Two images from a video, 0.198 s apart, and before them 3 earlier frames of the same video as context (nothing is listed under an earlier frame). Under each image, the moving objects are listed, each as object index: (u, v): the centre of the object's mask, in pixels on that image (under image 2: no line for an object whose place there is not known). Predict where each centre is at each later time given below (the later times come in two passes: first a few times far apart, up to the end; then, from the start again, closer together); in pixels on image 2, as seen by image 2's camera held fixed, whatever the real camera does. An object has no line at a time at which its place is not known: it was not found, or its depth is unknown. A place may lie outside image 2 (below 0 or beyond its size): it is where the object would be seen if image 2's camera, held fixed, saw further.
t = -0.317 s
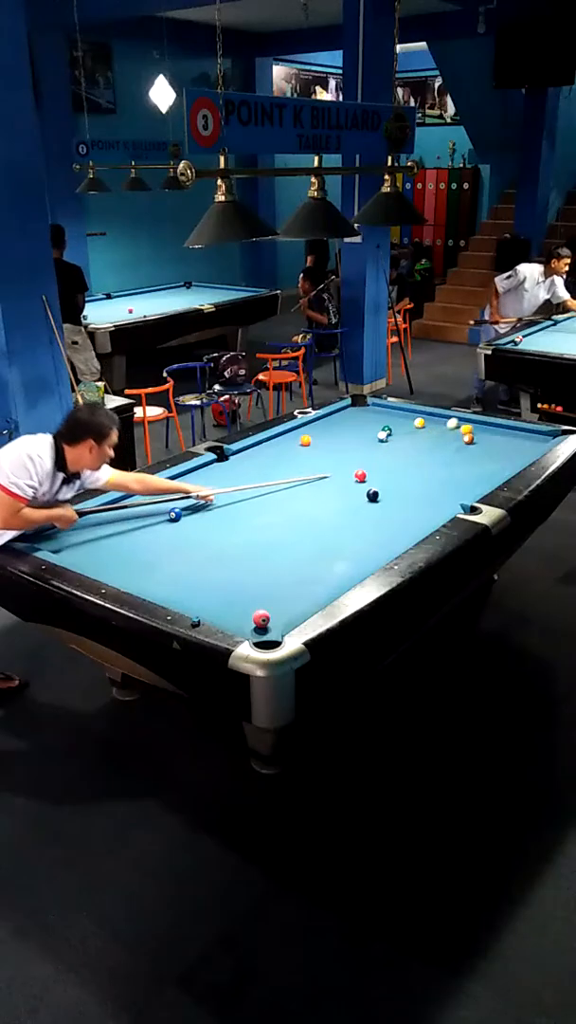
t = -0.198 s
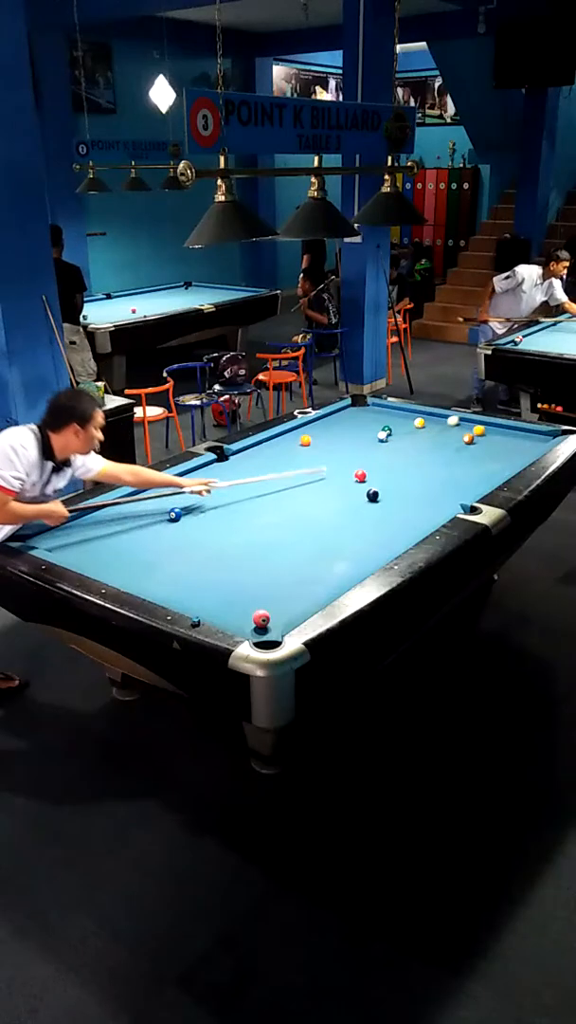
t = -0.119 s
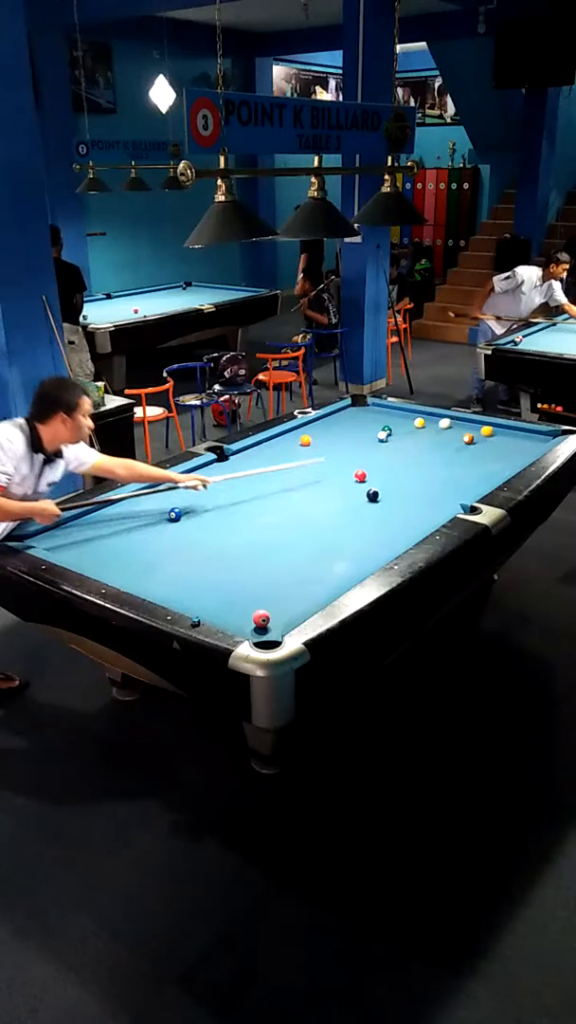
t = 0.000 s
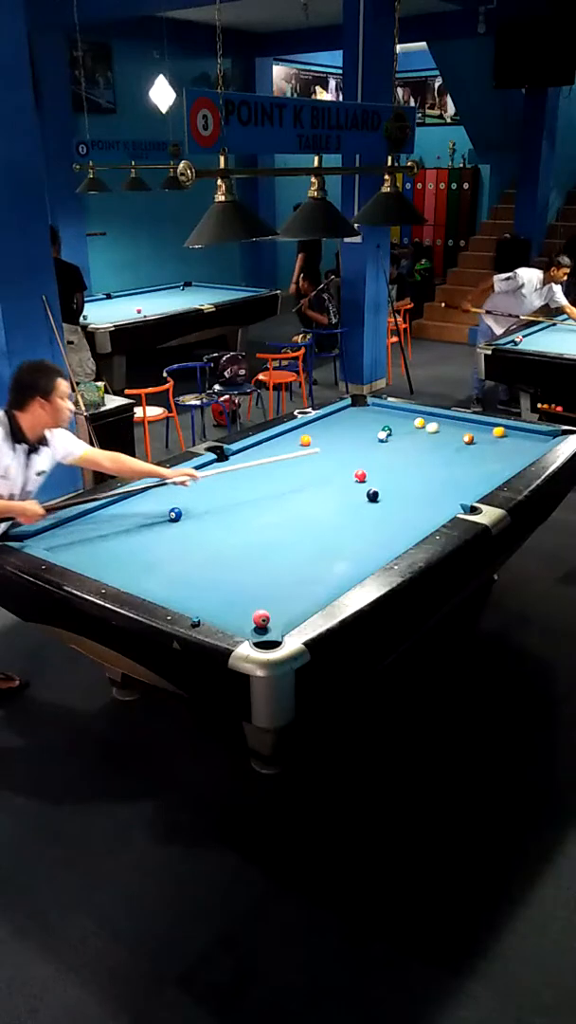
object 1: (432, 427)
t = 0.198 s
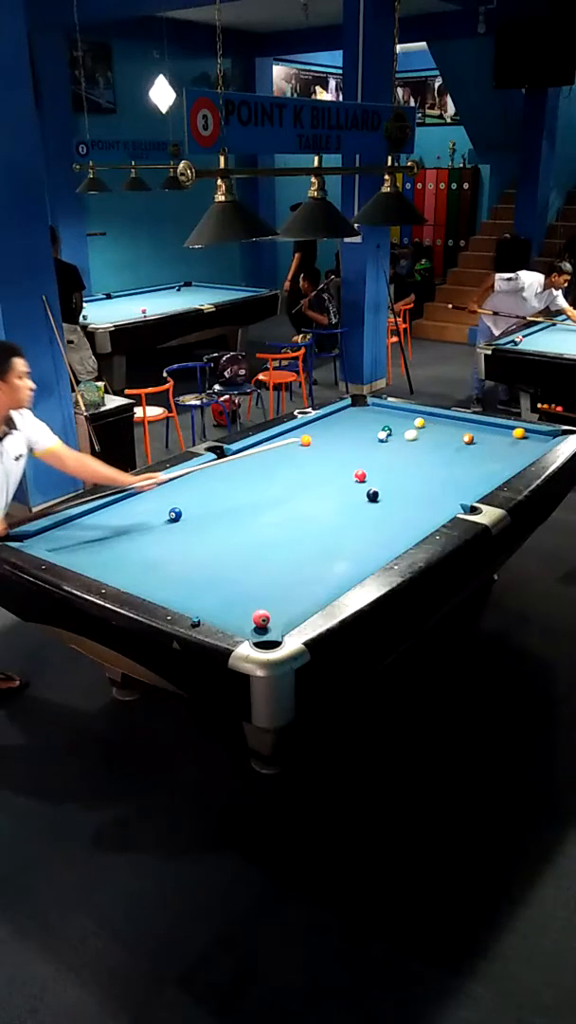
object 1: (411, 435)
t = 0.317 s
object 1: (398, 439)
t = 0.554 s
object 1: (371, 448)
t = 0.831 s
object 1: (338, 459)
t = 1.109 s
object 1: (304, 470)
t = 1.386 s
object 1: (270, 482)
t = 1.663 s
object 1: (234, 494)
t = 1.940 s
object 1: (197, 506)
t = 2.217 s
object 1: (180, 511)
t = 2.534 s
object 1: (171, 514)
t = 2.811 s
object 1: (165, 516)
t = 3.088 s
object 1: (159, 517)
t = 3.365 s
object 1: (155, 517)
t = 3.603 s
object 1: (153, 518)
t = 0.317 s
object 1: (398, 439)
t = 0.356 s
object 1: (393, 441)
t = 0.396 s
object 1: (389, 442)
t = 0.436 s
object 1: (384, 444)
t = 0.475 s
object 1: (380, 445)
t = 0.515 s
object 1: (375, 447)
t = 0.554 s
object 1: (371, 448)
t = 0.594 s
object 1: (366, 450)
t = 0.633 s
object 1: (362, 451)
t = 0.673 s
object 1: (357, 453)
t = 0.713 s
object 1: (352, 454)
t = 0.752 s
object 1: (347, 456)
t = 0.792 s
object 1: (343, 457)
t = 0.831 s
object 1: (338, 459)
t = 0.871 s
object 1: (333, 460)
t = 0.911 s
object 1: (328, 462)
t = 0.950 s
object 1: (324, 464)
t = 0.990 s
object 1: (319, 465)
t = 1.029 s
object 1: (314, 467)
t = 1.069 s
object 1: (310, 468)
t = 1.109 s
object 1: (304, 470)
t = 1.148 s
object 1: (299, 472)
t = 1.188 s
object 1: (294, 473)
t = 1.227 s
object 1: (290, 475)
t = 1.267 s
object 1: (285, 477)
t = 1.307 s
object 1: (280, 478)
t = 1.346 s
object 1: (274, 480)
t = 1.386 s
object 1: (270, 482)
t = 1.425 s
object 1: (264, 483)
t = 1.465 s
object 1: (259, 485)
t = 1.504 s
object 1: (254, 487)
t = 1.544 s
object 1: (249, 488)
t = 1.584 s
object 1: (244, 490)
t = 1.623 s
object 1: (239, 492)
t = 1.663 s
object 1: (234, 494)
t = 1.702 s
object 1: (229, 495)
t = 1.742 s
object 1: (223, 497)
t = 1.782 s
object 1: (218, 499)
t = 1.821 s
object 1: (213, 500)
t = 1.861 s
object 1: (208, 502)
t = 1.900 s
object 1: (203, 504)
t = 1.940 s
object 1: (197, 506)
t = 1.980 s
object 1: (192, 507)
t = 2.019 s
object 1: (188, 509)
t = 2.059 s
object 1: (185, 510)
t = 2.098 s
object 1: (184, 510)
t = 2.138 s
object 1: (183, 511)
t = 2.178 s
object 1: (181, 511)
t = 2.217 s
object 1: (180, 511)
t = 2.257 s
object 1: (179, 512)
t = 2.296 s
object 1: (178, 512)
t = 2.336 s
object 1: (176, 513)
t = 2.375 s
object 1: (175, 513)
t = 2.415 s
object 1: (174, 513)
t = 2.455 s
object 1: (173, 514)
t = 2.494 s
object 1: (172, 514)
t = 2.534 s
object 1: (171, 514)
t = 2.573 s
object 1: (170, 514)
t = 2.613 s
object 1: (169, 514)
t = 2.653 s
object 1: (168, 515)
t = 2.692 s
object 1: (167, 515)
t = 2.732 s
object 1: (166, 515)
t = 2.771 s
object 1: (165, 515)
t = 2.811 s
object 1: (165, 516)
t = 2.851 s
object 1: (164, 516)
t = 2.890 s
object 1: (163, 516)
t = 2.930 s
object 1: (162, 516)
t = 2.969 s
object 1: (161, 516)
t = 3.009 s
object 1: (161, 516)
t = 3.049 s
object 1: (160, 517)
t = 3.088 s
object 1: (159, 517)
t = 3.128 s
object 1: (158, 517)
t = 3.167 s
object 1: (158, 517)
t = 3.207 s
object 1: (157, 517)
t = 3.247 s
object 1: (157, 517)
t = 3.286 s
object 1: (156, 517)
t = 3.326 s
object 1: (156, 517)
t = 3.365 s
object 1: (155, 517)
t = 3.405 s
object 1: (155, 517)
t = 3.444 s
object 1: (155, 518)
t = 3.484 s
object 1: (154, 518)
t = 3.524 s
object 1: (154, 518)
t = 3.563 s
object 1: (154, 518)
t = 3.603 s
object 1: (153, 518)
